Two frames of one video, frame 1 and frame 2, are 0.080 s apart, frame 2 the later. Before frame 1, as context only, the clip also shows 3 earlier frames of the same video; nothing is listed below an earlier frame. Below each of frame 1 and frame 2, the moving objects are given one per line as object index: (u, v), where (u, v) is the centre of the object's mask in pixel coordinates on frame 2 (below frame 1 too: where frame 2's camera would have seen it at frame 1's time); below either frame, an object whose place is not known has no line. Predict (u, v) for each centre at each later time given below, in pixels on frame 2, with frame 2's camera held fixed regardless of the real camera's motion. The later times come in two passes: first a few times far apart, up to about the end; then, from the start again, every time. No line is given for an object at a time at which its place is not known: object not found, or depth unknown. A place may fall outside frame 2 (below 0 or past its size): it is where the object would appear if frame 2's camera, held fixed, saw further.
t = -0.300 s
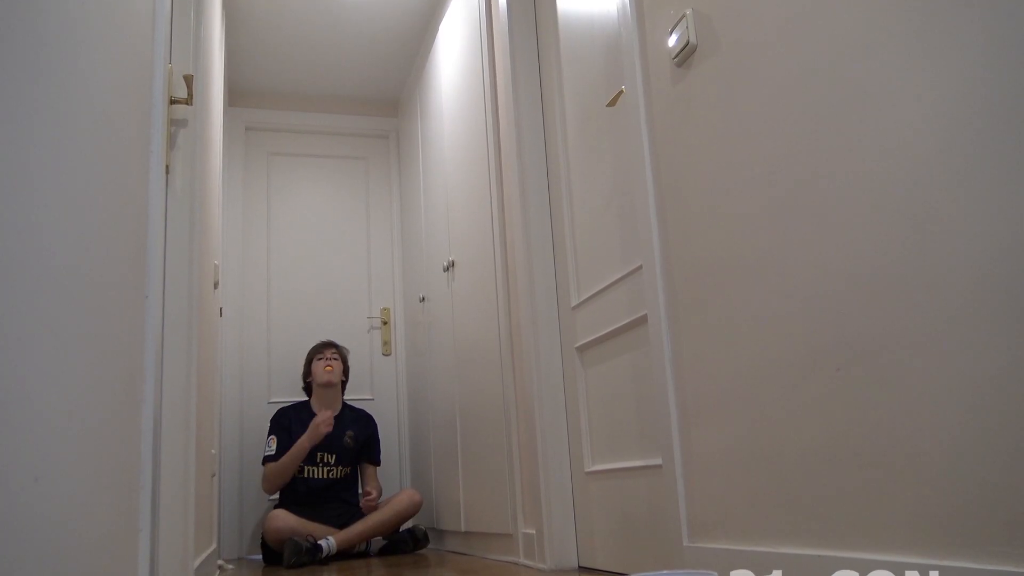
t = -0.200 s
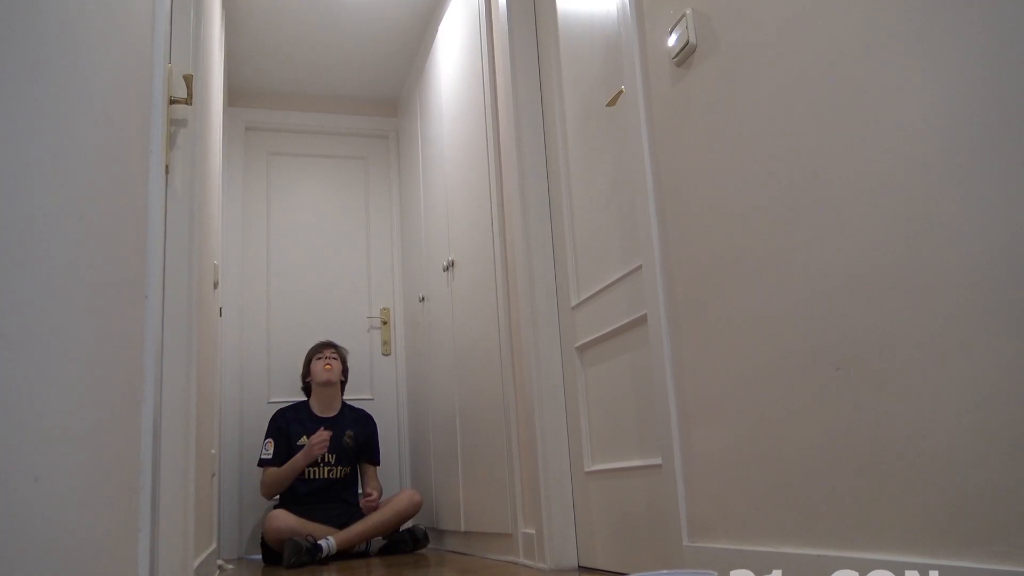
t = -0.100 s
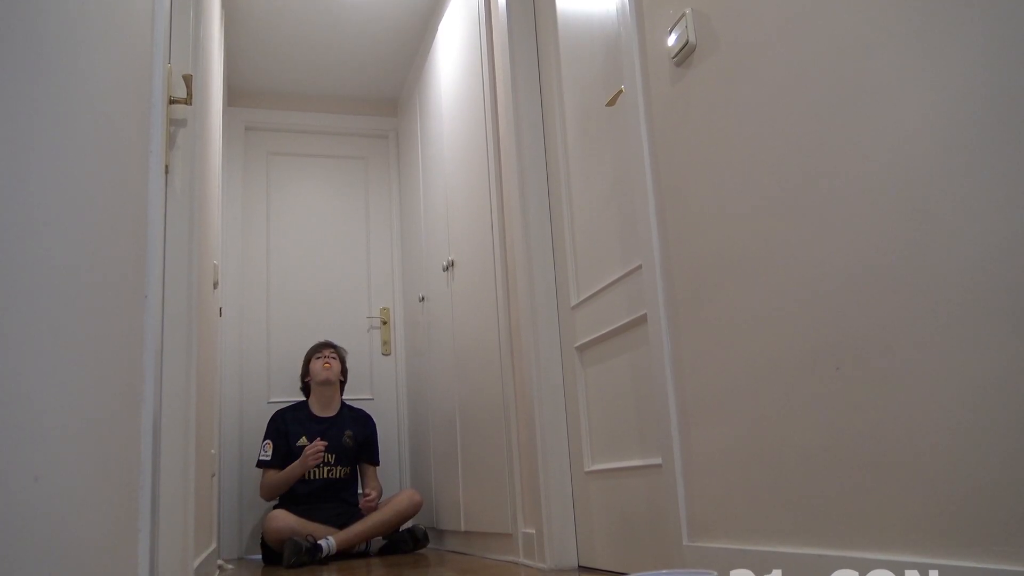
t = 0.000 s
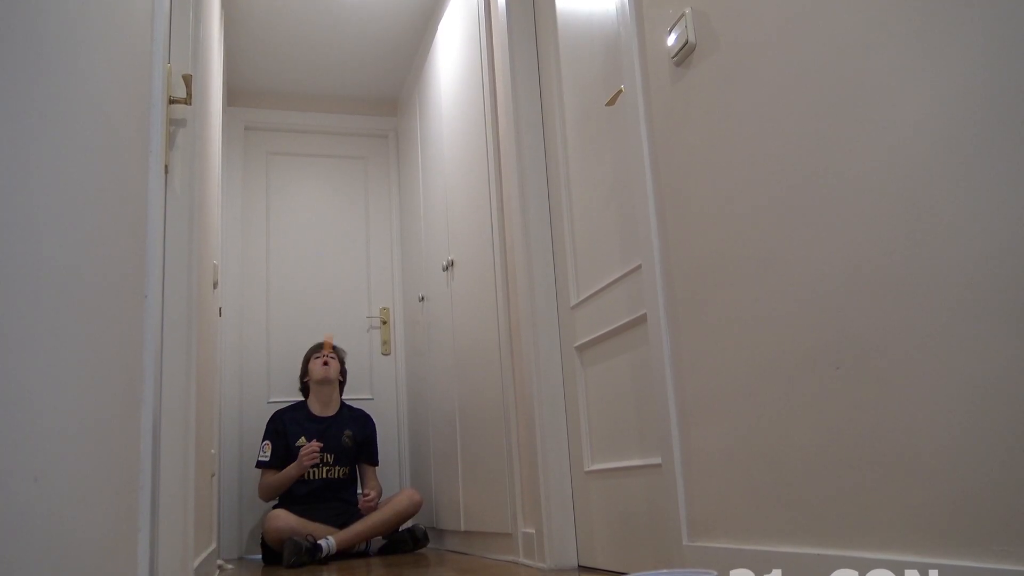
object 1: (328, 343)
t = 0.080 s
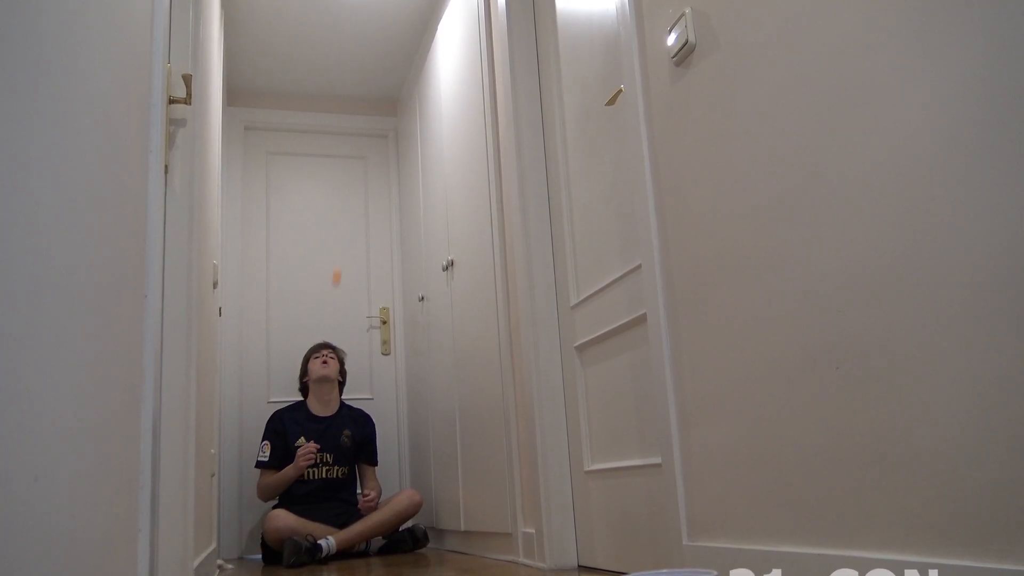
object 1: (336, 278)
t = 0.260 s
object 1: (360, 157)
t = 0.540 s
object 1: (426, 104)
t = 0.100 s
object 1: (338, 263)
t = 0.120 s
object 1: (341, 247)
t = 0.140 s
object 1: (344, 233)
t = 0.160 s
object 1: (346, 219)
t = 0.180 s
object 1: (349, 206)
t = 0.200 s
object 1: (351, 193)
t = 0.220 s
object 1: (354, 180)
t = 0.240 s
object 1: (357, 168)
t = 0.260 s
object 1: (360, 157)
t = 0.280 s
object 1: (363, 146)
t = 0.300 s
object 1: (367, 137)
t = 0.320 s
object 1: (370, 128)
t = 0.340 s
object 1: (374, 120)
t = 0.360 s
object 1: (377, 113)
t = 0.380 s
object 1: (382, 108)
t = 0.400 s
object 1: (386, 103)
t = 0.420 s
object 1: (391, 99)
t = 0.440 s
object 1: (396, 98)
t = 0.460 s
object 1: (401, 95)
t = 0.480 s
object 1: (407, 95)
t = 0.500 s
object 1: (412, 97)
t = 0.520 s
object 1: (419, 100)
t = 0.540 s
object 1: (426, 104)
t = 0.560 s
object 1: (433, 110)
